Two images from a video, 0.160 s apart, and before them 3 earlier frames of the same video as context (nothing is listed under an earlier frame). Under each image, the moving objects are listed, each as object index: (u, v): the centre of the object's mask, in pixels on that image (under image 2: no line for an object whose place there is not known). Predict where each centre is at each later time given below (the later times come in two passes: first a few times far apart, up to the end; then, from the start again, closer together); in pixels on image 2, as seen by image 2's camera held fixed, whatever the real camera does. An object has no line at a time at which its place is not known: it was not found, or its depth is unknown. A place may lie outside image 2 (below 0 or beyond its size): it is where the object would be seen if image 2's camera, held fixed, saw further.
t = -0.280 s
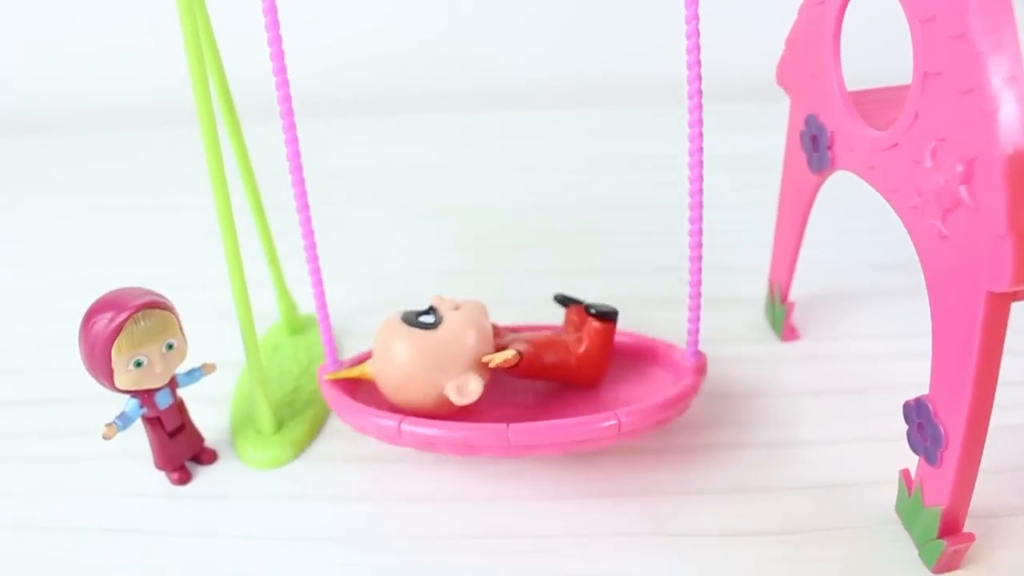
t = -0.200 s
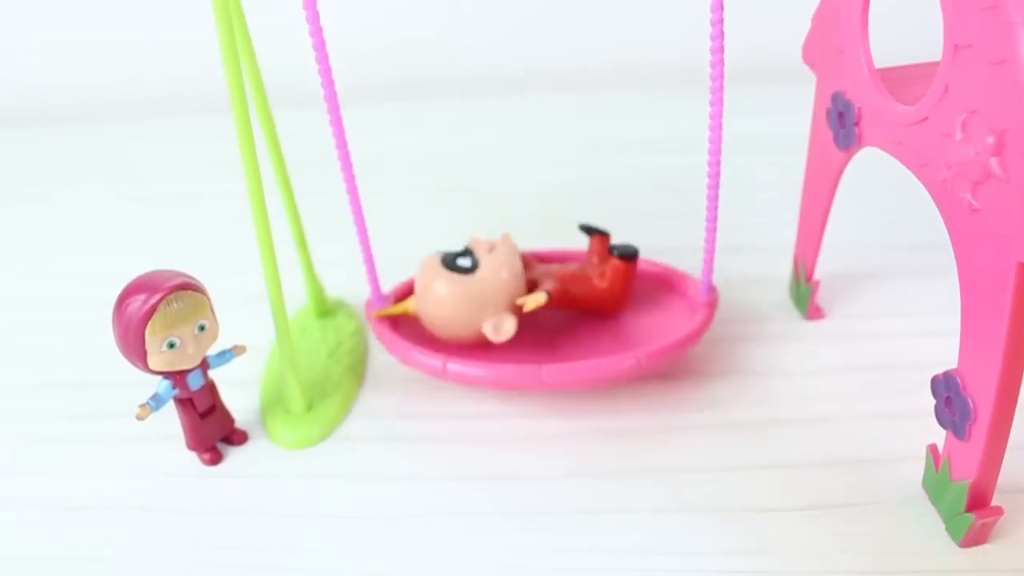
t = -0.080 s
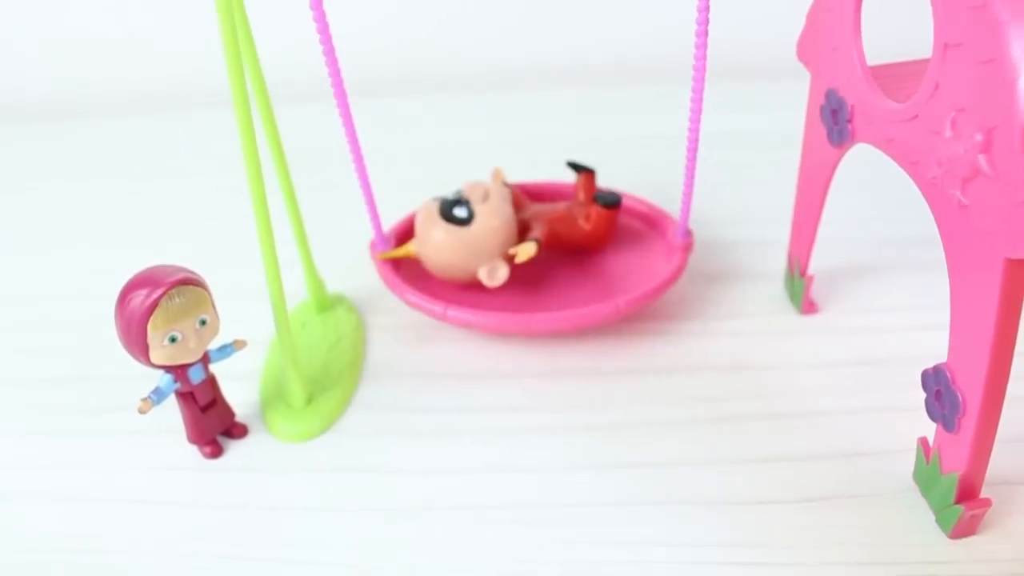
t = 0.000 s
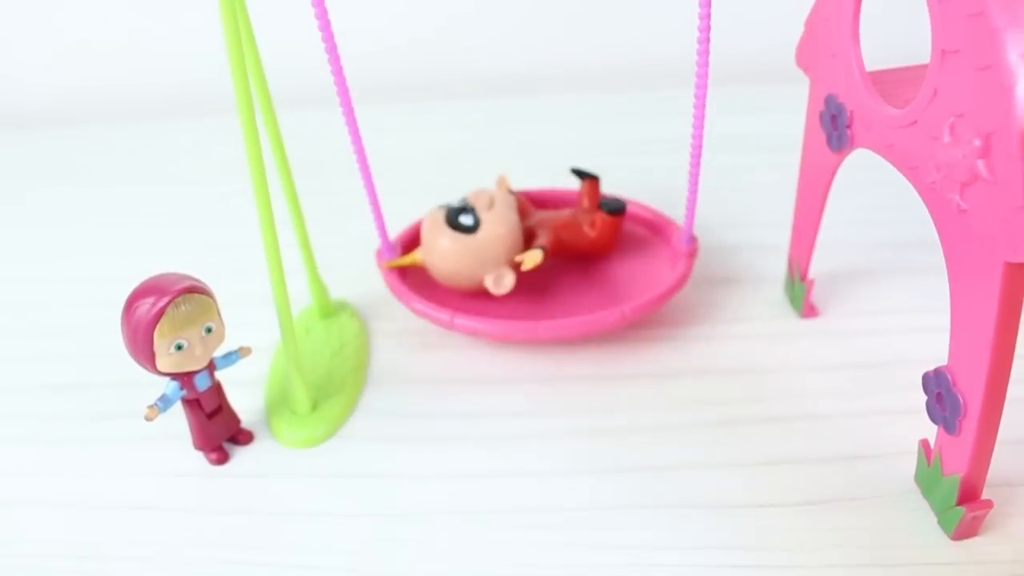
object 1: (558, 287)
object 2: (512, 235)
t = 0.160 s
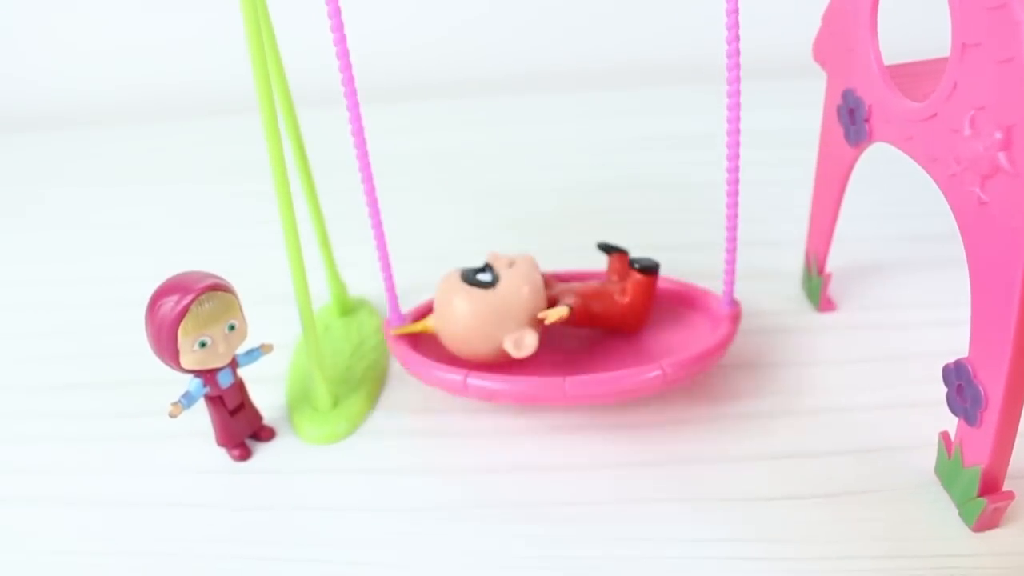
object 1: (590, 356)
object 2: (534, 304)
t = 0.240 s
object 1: (588, 379)
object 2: (531, 327)
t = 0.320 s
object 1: (589, 371)
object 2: (533, 319)
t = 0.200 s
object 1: (590, 370)
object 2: (533, 318)
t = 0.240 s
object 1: (588, 379)
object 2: (531, 327)
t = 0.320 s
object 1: (589, 371)
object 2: (533, 319)
